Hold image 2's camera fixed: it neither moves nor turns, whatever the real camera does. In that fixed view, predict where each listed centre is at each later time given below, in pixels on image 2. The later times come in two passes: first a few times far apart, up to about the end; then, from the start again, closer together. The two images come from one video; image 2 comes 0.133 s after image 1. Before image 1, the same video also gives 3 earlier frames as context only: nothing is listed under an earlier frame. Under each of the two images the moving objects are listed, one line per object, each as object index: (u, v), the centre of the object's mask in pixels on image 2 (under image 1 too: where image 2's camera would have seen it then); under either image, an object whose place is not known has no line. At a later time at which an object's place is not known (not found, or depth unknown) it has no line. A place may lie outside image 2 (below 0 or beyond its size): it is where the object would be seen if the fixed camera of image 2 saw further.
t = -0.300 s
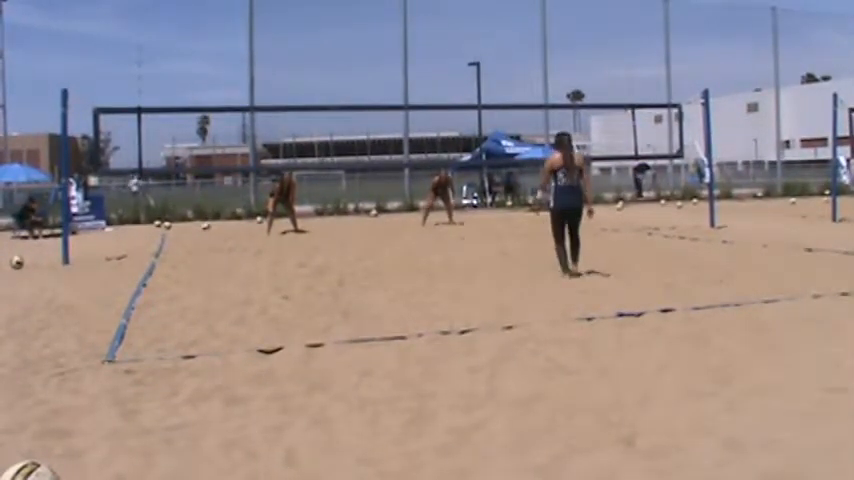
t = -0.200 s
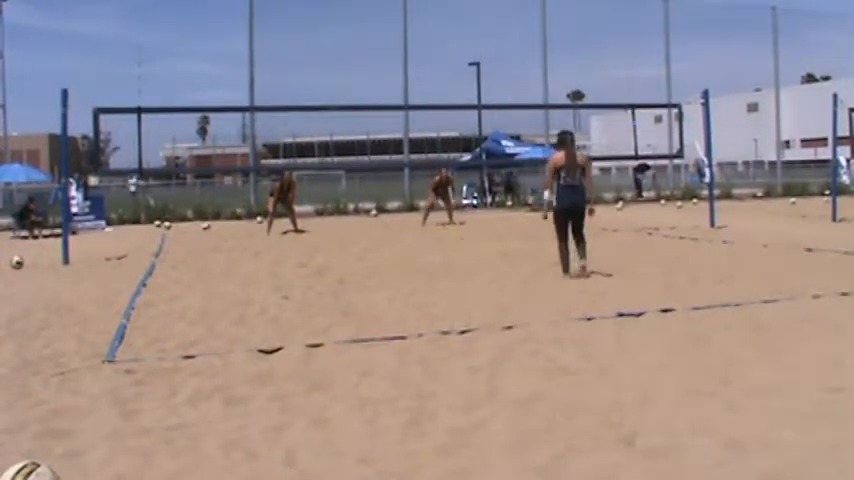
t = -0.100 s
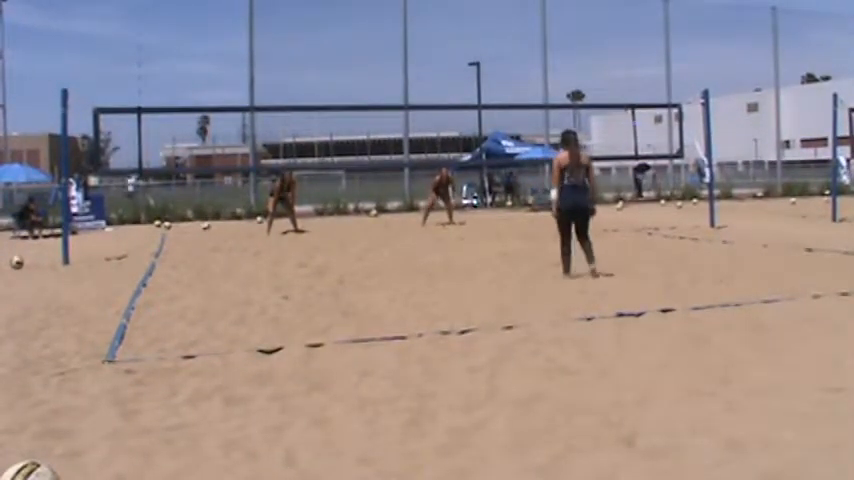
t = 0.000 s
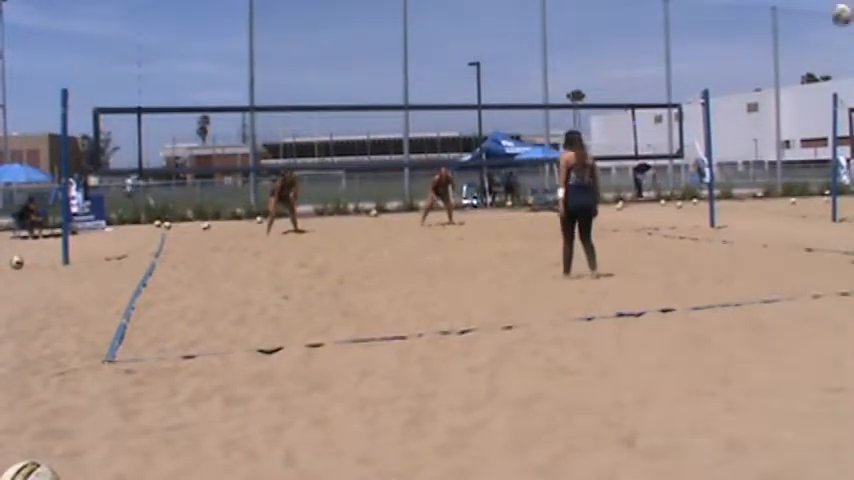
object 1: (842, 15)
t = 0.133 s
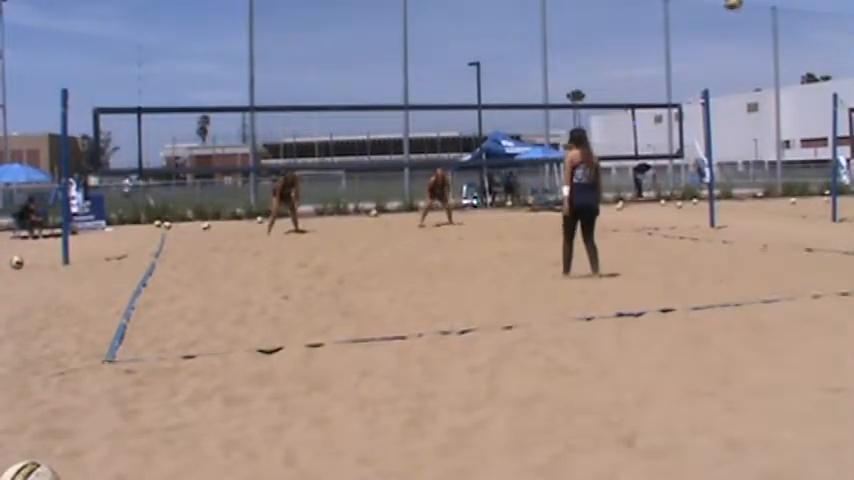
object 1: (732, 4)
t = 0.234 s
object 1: (673, 6)
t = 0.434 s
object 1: (584, 32)
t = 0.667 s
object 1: (515, 87)
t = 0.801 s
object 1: (485, 124)
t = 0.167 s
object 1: (712, 5)
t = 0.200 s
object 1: (691, 5)
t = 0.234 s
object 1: (673, 6)
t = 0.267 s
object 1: (656, 8)
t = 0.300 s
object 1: (640, 11)
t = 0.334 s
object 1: (625, 15)
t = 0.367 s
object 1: (611, 20)
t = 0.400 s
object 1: (598, 26)
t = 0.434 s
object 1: (584, 32)
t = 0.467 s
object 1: (573, 39)
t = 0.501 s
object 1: (562, 46)
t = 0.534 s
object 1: (552, 54)
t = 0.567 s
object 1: (541, 61)
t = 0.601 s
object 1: (532, 70)
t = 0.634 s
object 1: (523, 78)
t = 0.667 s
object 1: (515, 87)
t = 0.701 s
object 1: (506, 95)
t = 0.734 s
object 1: (499, 101)
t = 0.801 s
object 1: (485, 124)
